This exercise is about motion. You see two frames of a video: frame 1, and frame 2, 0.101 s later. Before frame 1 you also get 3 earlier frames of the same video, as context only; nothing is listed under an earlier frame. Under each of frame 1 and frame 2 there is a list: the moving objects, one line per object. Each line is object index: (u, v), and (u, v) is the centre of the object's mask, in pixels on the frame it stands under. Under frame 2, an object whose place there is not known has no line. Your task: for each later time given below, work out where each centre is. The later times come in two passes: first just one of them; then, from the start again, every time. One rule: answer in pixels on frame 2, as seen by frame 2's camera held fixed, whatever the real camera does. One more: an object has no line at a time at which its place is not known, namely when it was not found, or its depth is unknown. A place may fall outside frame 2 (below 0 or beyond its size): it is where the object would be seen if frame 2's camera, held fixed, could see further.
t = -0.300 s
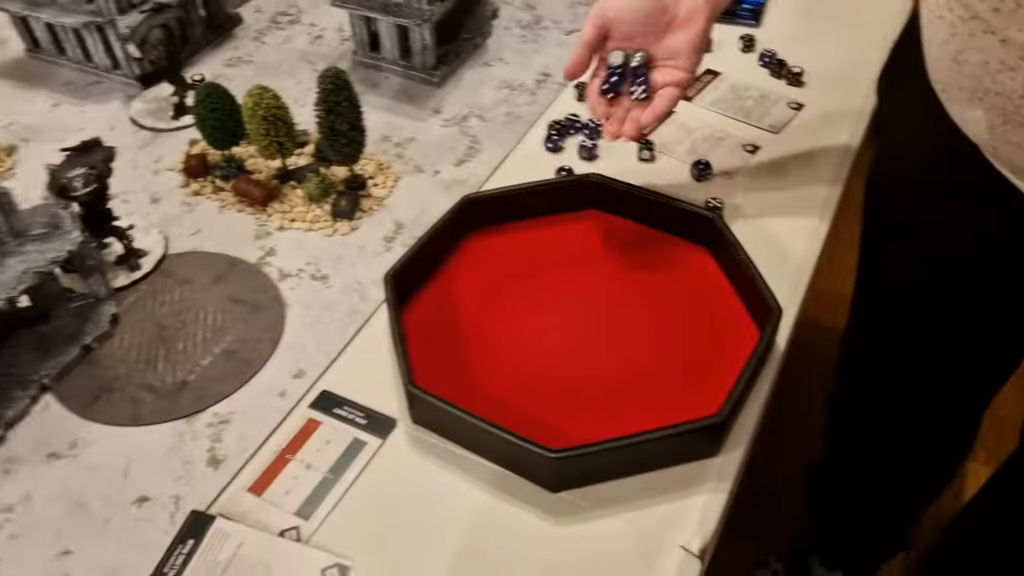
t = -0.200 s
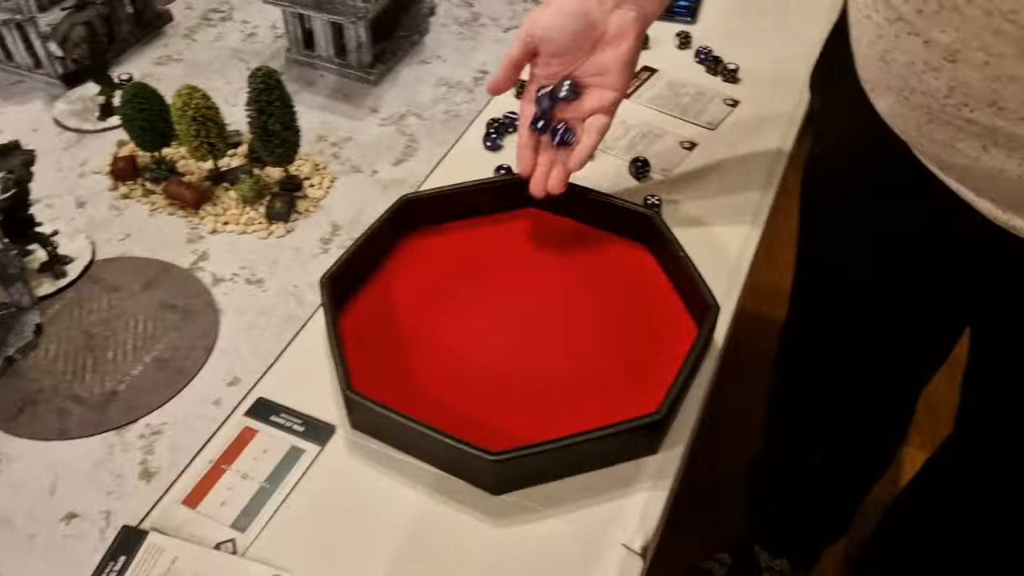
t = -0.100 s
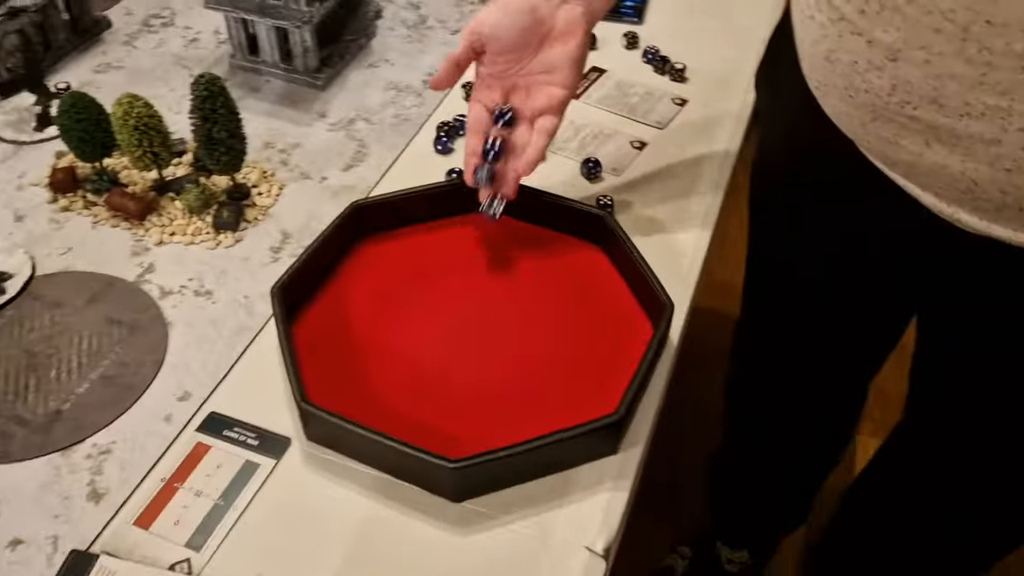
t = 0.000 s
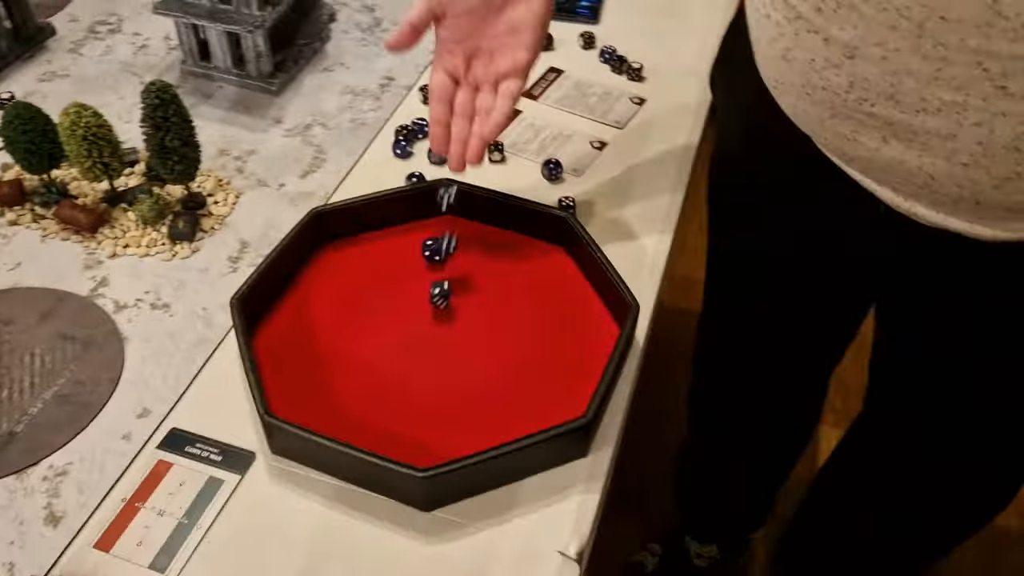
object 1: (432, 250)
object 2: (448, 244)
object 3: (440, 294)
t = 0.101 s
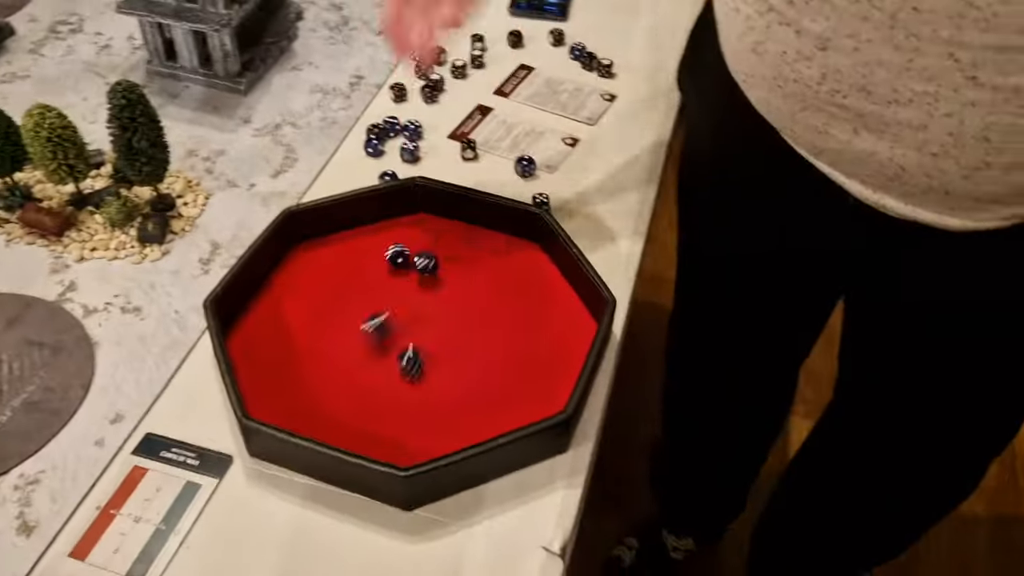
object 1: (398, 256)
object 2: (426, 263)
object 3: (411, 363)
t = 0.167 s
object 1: (391, 265)
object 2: (436, 261)
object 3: (408, 397)
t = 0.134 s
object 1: (396, 261)
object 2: (432, 264)
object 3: (409, 383)
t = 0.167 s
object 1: (391, 265)
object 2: (436, 261)
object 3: (408, 397)
